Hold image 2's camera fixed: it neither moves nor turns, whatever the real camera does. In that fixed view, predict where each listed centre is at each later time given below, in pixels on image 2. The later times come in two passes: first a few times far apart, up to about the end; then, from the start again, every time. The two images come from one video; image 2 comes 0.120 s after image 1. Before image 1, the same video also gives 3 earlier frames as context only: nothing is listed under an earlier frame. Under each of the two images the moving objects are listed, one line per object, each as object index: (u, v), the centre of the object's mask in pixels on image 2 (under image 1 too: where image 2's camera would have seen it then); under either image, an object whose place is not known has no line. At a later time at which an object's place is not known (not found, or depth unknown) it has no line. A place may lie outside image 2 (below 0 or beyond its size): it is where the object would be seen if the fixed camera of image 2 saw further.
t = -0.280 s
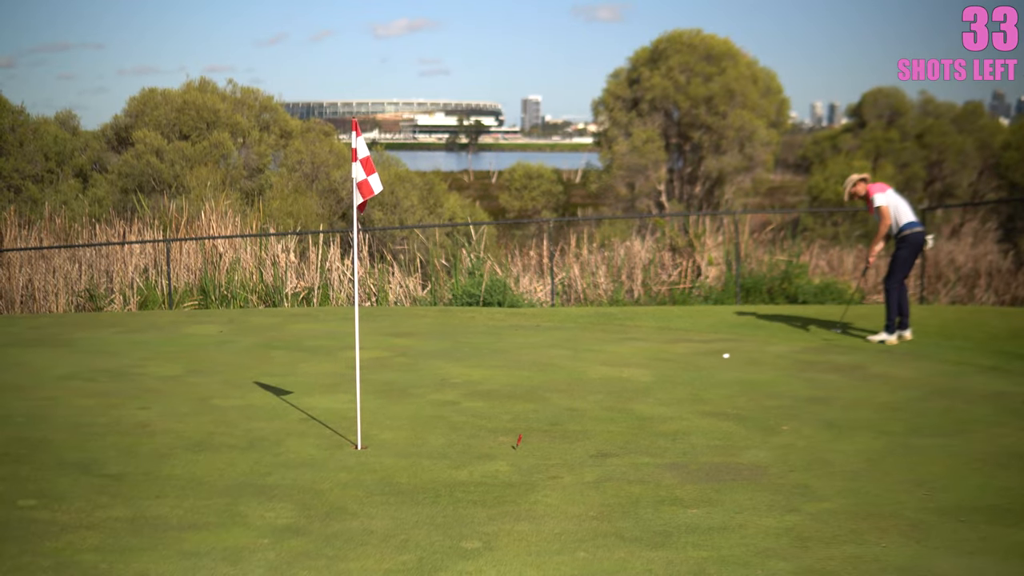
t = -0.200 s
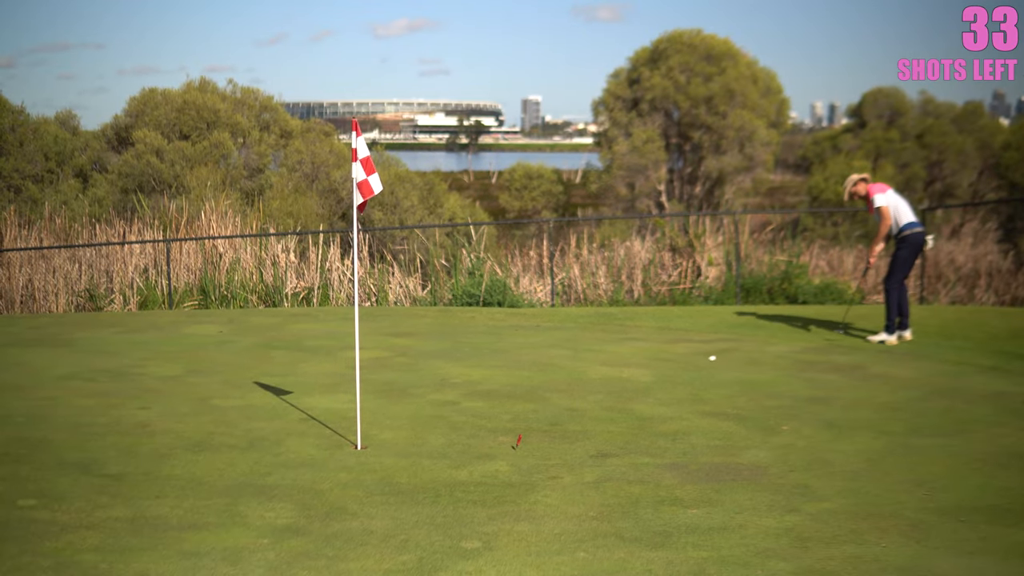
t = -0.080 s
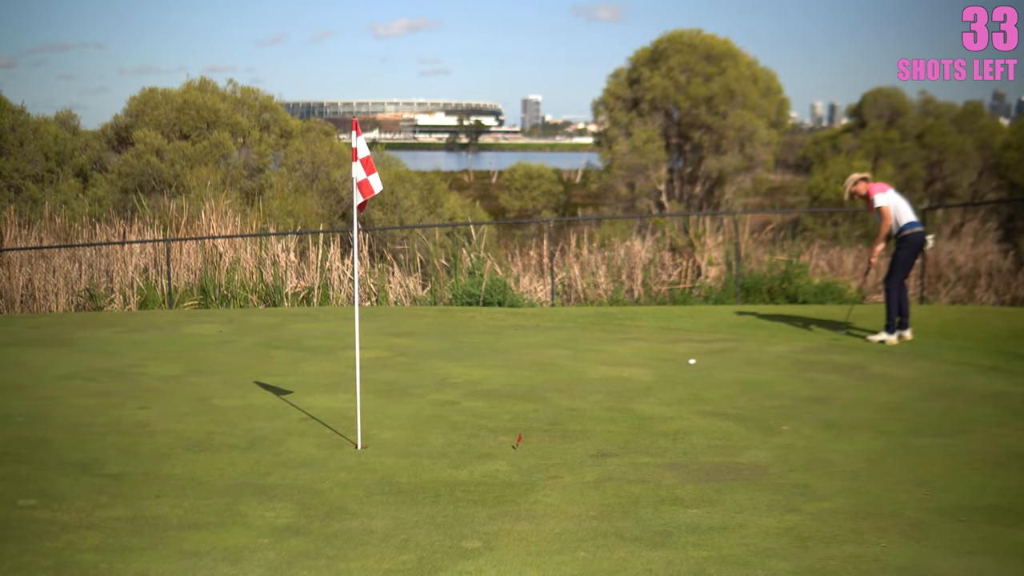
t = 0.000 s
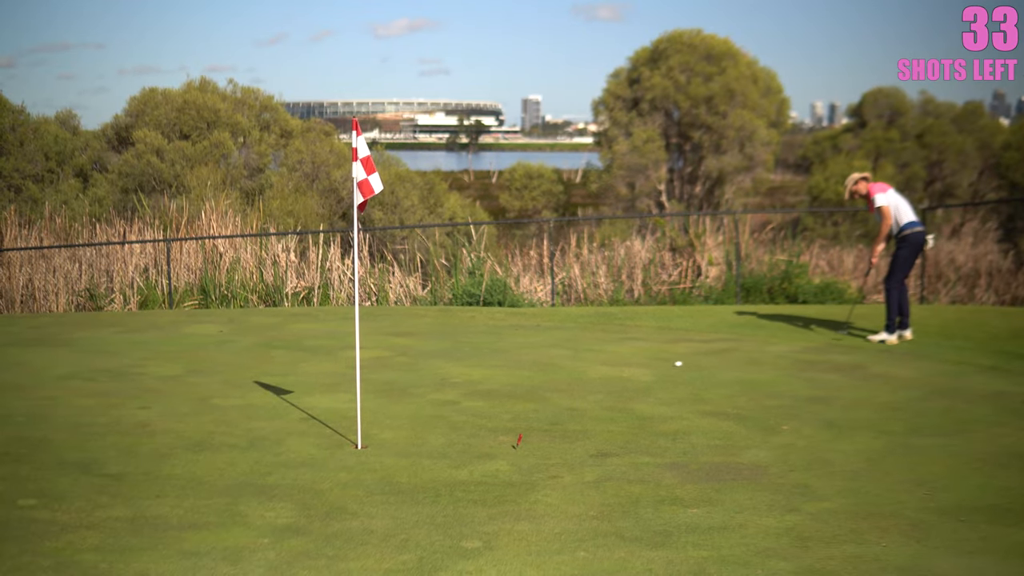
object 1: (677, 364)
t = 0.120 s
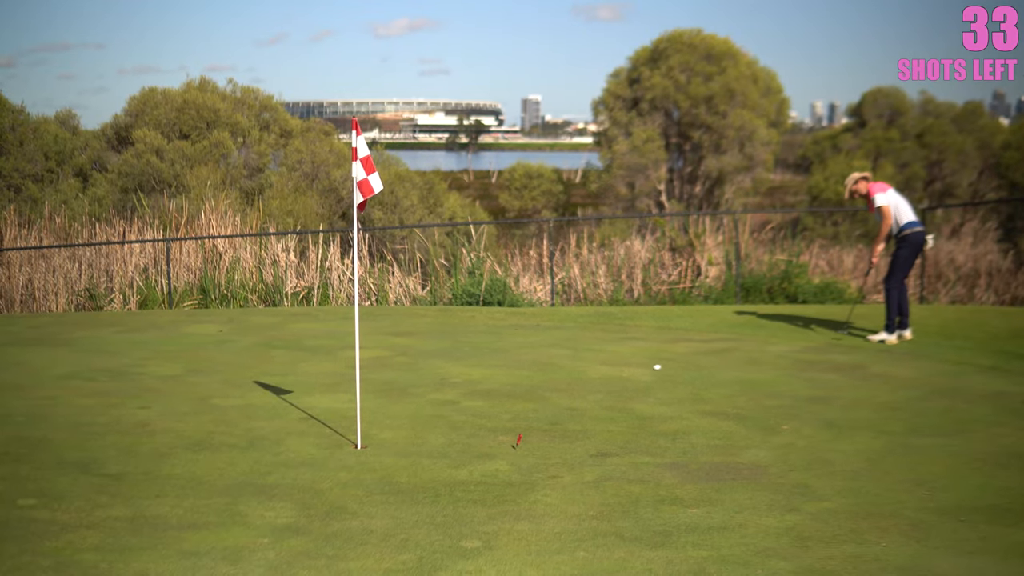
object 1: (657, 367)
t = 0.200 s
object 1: (643, 370)
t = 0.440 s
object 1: (601, 377)
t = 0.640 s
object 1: (566, 382)
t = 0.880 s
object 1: (526, 389)
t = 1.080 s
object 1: (493, 394)
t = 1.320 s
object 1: (455, 401)
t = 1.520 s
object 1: (425, 406)
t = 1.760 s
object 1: (391, 411)
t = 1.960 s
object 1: (365, 416)
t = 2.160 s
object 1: (342, 420)
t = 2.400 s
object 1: (318, 425)
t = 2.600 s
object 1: (300, 429)
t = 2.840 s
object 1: (283, 432)
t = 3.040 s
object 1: (271, 436)
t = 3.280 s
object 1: (260, 439)
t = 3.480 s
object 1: (253, 441)
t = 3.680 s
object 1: (249, 443)
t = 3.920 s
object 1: (245, 444)
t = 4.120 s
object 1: (244, 444)
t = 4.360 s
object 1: (244, 445)
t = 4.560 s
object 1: (243, 445)
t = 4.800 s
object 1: (243, 445)
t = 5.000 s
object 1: (243, 445)
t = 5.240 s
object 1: (243, 445)
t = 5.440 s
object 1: (243, 445)
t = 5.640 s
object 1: (243, 445)
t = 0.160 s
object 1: (650, 368)
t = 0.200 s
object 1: (643, 370)
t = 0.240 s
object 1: (635, 371)
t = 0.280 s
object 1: (628, 372)
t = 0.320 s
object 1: (622, 373)
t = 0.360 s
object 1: (615, 374)
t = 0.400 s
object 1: (608, 375)
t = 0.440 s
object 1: (601, 377)
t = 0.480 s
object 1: (594, 377)
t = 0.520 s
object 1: (588, 379)
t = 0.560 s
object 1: (580, 380)
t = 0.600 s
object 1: (573, 381)
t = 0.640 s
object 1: (566, 382)
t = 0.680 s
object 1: (559, 383)
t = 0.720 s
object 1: (553, 385)
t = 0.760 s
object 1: (546, 386)
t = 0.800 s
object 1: (539, 387)
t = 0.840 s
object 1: (533, 388)
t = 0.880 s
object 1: (526, 389)
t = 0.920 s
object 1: (519, 390)
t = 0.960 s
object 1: (512, 391)
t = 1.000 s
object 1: (506, 392)
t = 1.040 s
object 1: (499, 393)
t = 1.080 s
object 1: (493, 394)
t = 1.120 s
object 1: (486, 395)
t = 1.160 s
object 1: (480, 396)
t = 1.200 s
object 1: (474, 397)
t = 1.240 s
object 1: (467, 399)
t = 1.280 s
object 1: (461, 399)
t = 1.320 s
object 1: (455, 401)
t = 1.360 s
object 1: (449, 402)
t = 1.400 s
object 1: (443, 403)
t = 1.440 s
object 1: (437, 404)
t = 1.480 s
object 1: (431, 405)
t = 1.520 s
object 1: (425, 406)
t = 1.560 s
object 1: (419, 406)
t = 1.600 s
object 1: (413, 408)
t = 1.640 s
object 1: (408, 409)
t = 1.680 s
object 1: (402, 410)
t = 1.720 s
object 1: (396, 410)
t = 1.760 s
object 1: (391, 411)
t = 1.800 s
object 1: (386, 412)
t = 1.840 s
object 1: (381, 413)
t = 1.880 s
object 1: (376, 414)
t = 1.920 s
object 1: (371, 415)
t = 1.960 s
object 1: (365, 416)
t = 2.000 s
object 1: (362, 416)
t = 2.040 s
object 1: (355, 417)
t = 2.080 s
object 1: (351, 418)
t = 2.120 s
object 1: (347, 419)
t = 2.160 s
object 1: (342, 420)
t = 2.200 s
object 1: (338, 421)
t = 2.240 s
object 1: (334, 421)
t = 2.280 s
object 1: (330, 422)
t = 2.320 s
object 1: (325, 423)
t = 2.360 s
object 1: (322, 424)
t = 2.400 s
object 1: (318, 425)
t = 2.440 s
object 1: (314, 425)
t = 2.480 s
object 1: (311, 426)
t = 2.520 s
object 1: (307, 427)
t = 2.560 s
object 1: (304, 428)
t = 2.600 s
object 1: (300, 429)
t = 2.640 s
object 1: (297, 429)
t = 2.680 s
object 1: (294, 430)
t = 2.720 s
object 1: (291, 431)
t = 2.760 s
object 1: (288, 431)
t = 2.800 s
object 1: (286, 432)
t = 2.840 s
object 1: (283, 432)
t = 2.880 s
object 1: (280, 433)
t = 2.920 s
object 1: (278, 434)
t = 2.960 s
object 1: (276, 434)
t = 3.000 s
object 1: (273, 435)
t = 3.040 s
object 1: (271, 436)
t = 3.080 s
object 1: (269, 436)
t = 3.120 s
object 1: (267, 437)
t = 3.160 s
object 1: (265, 437)
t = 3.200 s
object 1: (264, 438)
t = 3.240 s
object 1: (262, 438)
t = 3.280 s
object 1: (260, 439)
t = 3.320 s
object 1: (258, 439)
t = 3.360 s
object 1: (257, 440)
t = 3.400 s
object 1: (256, 440)
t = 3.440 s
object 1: (254, 440)
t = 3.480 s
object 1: (253, 441)
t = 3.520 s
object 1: (252, 441)
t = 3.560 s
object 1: (251, 441)
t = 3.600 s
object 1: (251, 442)
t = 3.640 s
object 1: (250, 442)
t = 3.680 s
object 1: (249, 443)
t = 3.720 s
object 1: (249, 443)
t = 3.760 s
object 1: (248, 443)
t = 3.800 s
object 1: (247, 443)
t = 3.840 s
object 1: (247, 444)
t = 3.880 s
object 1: (246, 444)
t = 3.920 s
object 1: (245, 444)
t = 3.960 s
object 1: (245, 444)
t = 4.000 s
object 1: (245, 444)
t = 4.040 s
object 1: (245, 444)
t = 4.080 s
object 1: (245, 444)
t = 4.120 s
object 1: (244, 444)
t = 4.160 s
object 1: (245, 444)
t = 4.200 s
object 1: (244, 444)
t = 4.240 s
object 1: (244, 444)
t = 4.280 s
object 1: (244, 445)
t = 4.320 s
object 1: (244, 445)
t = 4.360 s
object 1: (244, 445)
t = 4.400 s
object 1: (244, 445)
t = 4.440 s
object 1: (243, 445)
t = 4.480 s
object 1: (243, 445)
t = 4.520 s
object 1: (243, 445)
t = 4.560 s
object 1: (243, 445)
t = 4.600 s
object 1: (243, 445)
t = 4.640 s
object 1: (243, 445)
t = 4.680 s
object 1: (243, 445)
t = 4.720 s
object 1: (243, 445)
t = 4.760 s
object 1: (243, 445)
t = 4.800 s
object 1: (243, 445)
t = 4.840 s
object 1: (243, 445)
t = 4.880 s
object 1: (243, 445)
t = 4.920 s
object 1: (243, 445)
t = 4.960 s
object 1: (243, 445)
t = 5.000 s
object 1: (243, 445)
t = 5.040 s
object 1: (243, 445)
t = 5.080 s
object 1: (243, 445)
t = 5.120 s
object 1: (243, 445)
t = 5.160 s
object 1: (243, 445)
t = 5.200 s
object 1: (243, 445)
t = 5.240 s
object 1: (243, 445)
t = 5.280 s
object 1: (243, 445)
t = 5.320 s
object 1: (243, 445)
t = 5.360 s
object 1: (243, 445)
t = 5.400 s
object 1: (243, 445)
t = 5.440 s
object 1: (243, 445)
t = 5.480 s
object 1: (243, 445)
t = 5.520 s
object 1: (243, 445)
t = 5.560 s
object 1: (243, 445)
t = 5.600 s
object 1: (243, 445)
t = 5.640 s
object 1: (243, 445)
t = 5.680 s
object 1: (242, 445)
